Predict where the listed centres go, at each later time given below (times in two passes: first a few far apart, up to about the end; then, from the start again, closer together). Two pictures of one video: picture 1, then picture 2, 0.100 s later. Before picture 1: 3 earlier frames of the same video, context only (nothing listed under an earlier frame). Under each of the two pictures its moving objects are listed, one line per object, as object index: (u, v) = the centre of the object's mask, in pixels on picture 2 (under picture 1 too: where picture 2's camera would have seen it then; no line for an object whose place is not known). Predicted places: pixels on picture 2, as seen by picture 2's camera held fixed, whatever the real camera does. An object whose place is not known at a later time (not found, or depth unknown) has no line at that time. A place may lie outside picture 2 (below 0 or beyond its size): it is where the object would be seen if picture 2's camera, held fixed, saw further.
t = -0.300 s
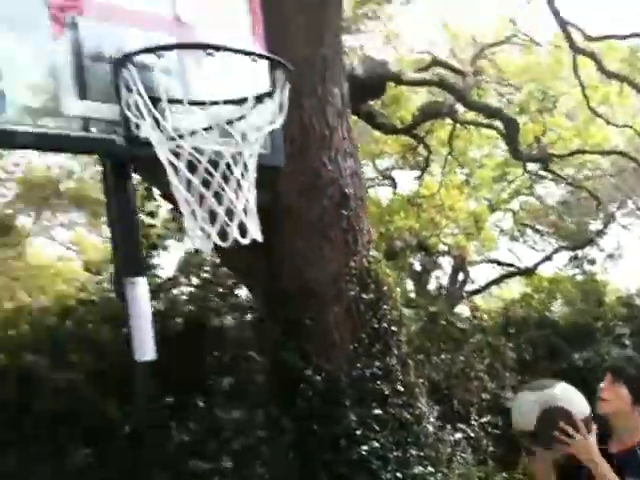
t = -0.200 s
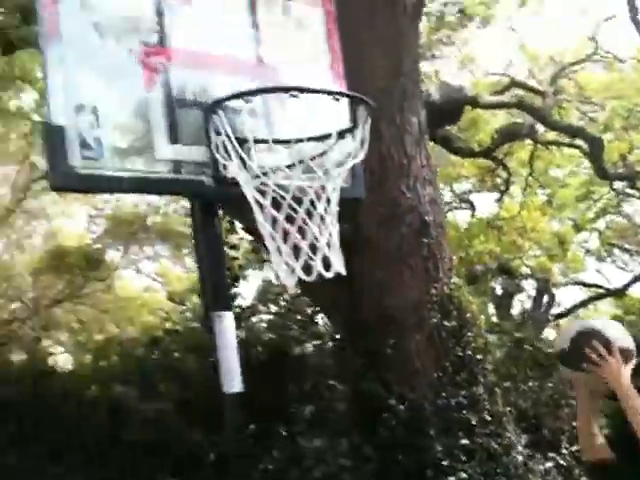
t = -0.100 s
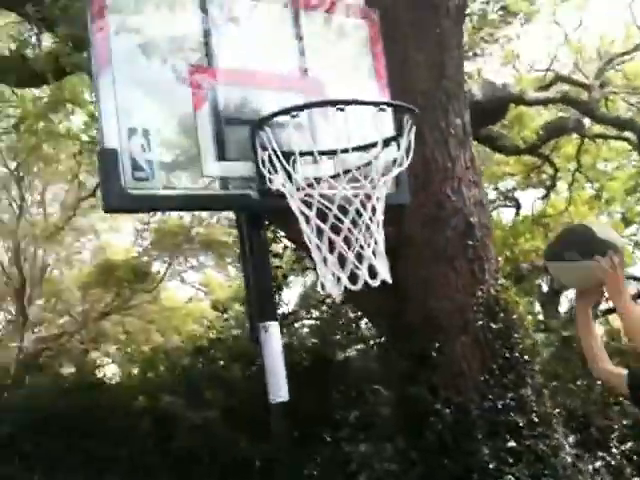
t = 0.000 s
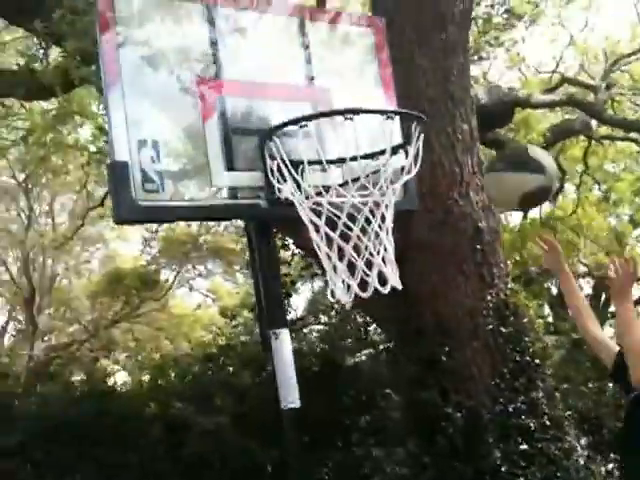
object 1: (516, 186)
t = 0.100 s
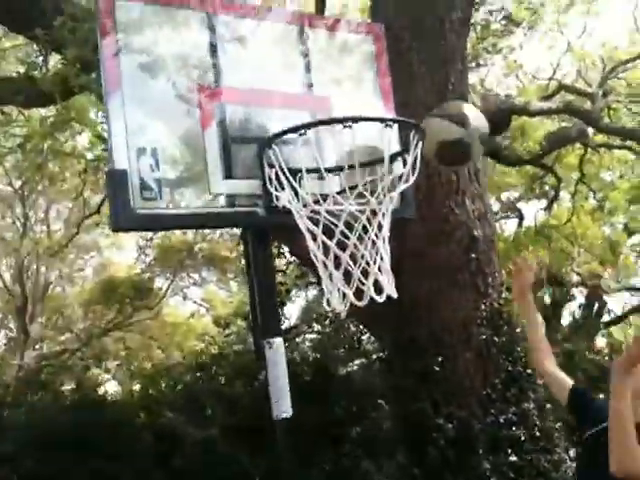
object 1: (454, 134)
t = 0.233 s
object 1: (385, 105)
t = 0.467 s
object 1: (381, 109)
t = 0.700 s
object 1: (375, 113)
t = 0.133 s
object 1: (439, 121)
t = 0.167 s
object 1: (419, 105)
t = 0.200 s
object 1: (397, 107)
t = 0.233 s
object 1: (385, 105)
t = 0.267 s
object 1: (384, 105)
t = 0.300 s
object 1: (384, 103)
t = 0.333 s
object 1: (382, 104)
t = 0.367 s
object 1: (380, 108)
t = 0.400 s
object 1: (380, 115)
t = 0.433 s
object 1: (380, 123)
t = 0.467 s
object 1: (381, 109)
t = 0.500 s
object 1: (382, 99)
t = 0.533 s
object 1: (386, 88)
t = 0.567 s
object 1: (393, 86)
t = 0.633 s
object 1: (383, 97)
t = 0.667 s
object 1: (373, 104)
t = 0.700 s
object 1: (375, 113)
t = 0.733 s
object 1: (378, 130)
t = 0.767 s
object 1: (369, 149)
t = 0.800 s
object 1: (361, 158)
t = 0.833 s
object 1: (355, 170)
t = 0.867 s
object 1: (349, 196)
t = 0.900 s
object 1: (345, 220)
